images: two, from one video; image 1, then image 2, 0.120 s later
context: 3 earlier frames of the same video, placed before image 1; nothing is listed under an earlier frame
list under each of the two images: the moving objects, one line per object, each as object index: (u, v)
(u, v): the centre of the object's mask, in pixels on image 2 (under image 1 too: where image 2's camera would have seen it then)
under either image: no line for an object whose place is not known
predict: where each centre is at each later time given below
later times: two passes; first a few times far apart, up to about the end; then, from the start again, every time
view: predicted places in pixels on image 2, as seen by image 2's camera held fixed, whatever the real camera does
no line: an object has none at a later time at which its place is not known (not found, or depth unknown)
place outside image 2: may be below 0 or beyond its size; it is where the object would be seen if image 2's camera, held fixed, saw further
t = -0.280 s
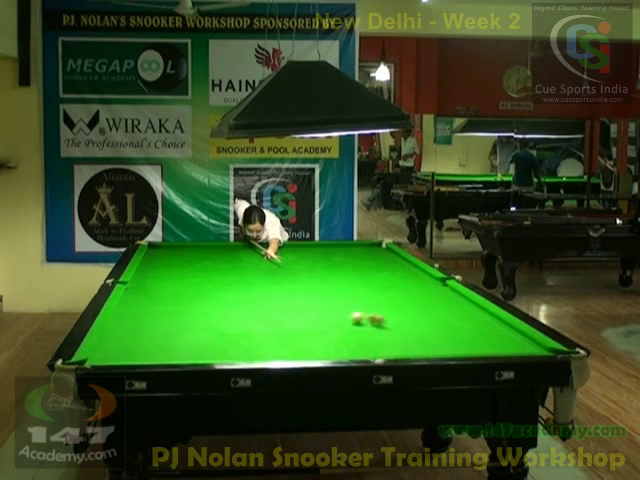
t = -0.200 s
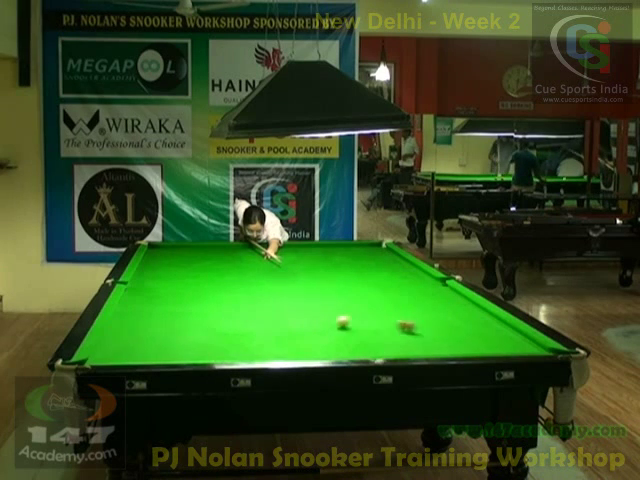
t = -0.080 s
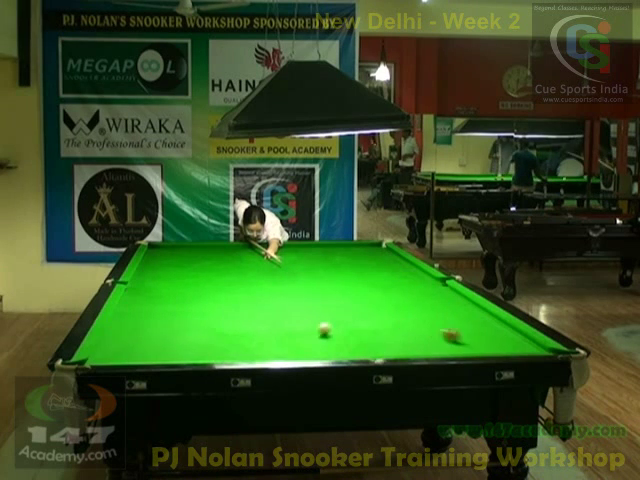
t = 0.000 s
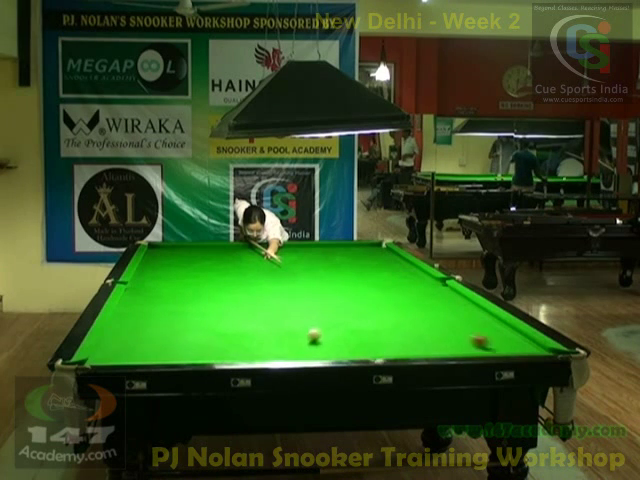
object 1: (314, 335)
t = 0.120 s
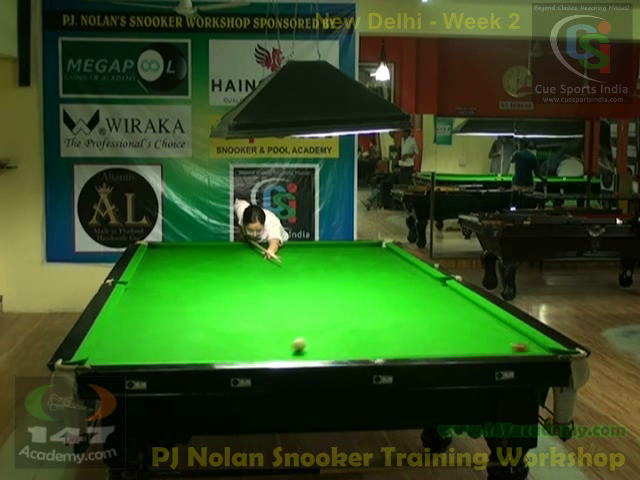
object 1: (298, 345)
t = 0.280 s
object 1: (276, 355)
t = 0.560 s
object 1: (240, 344)
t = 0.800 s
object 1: (213, 334)
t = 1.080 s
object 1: (186, 323)
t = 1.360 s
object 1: (163, 314)
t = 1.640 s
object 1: (143, 306)
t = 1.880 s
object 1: (127, 299)
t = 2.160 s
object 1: (137, 293)
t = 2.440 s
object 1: (149, 288)
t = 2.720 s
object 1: (159, 283)
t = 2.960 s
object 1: (168, 279)
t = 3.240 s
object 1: (178, 275)
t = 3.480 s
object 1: (185, 272)
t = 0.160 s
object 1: (293, 348)
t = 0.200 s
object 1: (288, 350)
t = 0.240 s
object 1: (282, 353)
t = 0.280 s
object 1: (276, 355)
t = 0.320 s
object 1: (270, 354)
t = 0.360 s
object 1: (265, 353)
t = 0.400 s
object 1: (259, 351)
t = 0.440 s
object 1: (254, 349)
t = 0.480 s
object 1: (249, 347)
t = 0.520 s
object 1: (245, 345)
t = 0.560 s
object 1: (240, 344)
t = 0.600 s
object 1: (235, 342)
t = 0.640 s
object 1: (231, 340)
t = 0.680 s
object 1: (226, 338)
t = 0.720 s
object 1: (222, 337)
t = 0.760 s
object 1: (217, 335)
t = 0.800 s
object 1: (213, 334)
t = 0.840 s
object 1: (209, 332)
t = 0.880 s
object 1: (205, 331)
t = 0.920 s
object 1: (201, 329)
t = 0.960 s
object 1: (197, 327)
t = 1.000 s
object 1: (193, 326)
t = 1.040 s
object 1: (190, 324)
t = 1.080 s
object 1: (186, 323)
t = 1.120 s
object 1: (182, 322)
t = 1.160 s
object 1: (179, 321)
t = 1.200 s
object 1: (176, 319)
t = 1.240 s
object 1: (172, 318)
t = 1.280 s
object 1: (169, 317)
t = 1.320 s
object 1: (166, 315)
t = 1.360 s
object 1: (163, 314)
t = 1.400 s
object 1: (160, 313)
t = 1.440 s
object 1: (157, 312)
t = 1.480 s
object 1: (154, 310)
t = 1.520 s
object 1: (151, 309)
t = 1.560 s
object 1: (148, 308)
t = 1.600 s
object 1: (145, 307)
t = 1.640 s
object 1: (143, 306)
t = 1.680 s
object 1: (140, 305)
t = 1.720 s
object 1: (137, 304)
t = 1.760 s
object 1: (135, 303)
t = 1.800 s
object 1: (132, 302)
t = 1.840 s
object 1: (130, 301)
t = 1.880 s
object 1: (127, 299)
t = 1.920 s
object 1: (126, 298)
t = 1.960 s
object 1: (127, 298)
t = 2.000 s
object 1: (129, 297)
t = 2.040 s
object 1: (131, 296)
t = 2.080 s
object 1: (133, 295)
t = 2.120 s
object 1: (135, 294)
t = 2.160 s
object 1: (137, 293)
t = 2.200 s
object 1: (138, 292)
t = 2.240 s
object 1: (140, 292)
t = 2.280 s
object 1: (142, 291)
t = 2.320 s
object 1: (144, 290)
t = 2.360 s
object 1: (145, 289)
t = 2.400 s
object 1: (147, 289)
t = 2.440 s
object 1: (149, 288)
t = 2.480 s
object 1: (150, 287)
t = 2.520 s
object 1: (151, 286)
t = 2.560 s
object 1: (153, 286)
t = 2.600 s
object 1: (155, 285)
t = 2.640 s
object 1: (156, 284)
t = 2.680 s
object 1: (158, 284)
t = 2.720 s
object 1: (159, 283)
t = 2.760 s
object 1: (161, 282)
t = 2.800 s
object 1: (163, 282)
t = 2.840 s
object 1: (164, 281)
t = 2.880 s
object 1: (165, 280)
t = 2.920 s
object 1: (167, 280)
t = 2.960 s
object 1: (168, 279)
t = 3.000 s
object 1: (170, 279)
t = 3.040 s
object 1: (171, 278)
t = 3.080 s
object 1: (172, 278)
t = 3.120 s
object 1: (174, 277)
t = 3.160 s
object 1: (175, 276)
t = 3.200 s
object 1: (176, 276)
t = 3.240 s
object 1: (178, 275)
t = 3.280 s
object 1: (179, 275)
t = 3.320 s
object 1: (180, 274)
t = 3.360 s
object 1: (181, 274)
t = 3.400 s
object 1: (182, 274)
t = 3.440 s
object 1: (184, 273)
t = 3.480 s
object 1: (185, 272)
